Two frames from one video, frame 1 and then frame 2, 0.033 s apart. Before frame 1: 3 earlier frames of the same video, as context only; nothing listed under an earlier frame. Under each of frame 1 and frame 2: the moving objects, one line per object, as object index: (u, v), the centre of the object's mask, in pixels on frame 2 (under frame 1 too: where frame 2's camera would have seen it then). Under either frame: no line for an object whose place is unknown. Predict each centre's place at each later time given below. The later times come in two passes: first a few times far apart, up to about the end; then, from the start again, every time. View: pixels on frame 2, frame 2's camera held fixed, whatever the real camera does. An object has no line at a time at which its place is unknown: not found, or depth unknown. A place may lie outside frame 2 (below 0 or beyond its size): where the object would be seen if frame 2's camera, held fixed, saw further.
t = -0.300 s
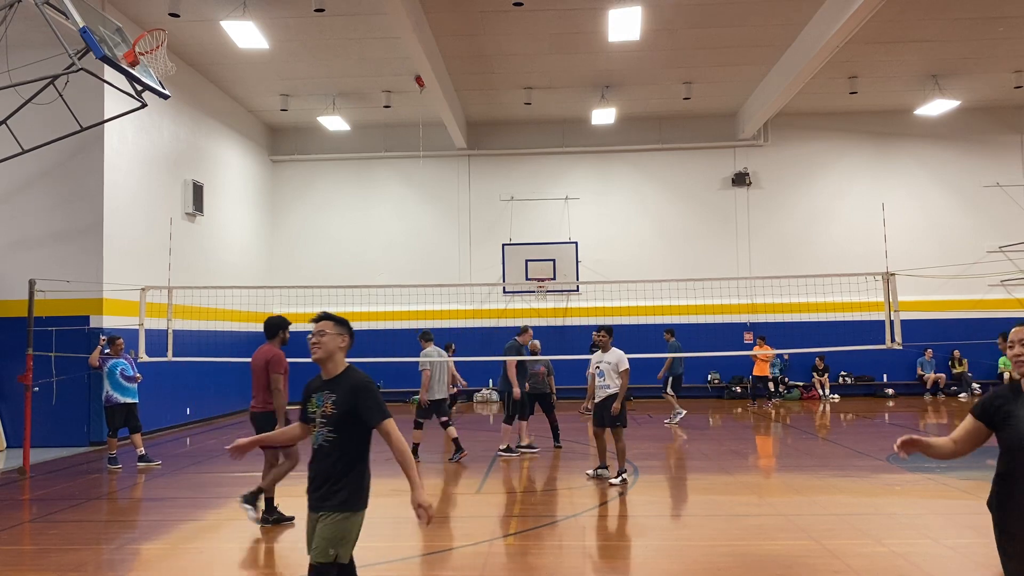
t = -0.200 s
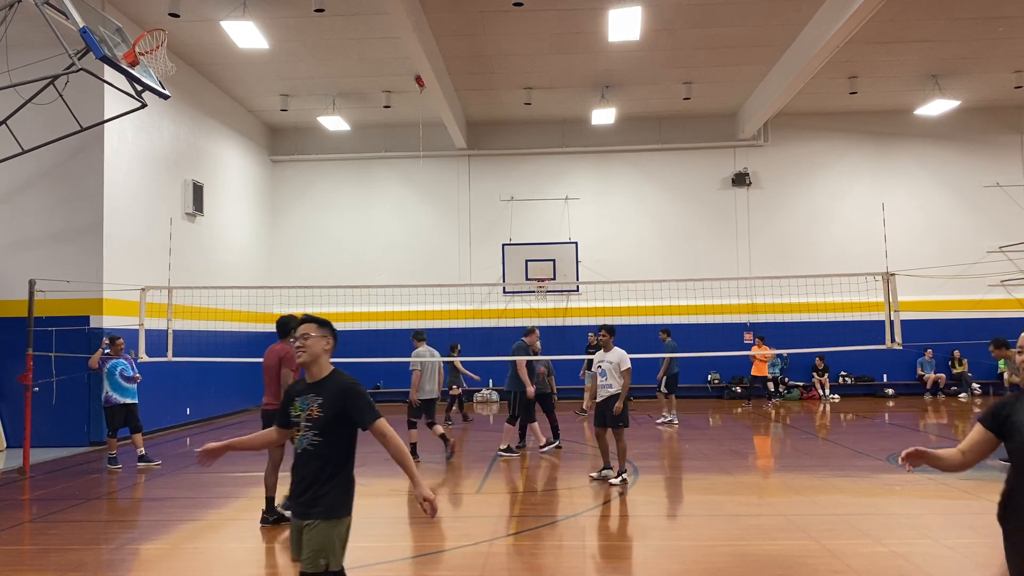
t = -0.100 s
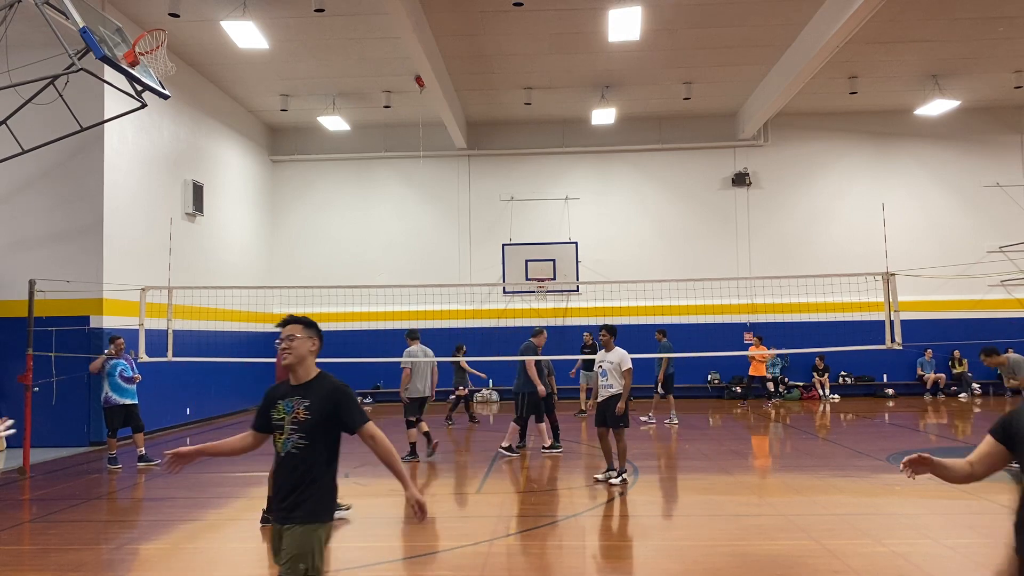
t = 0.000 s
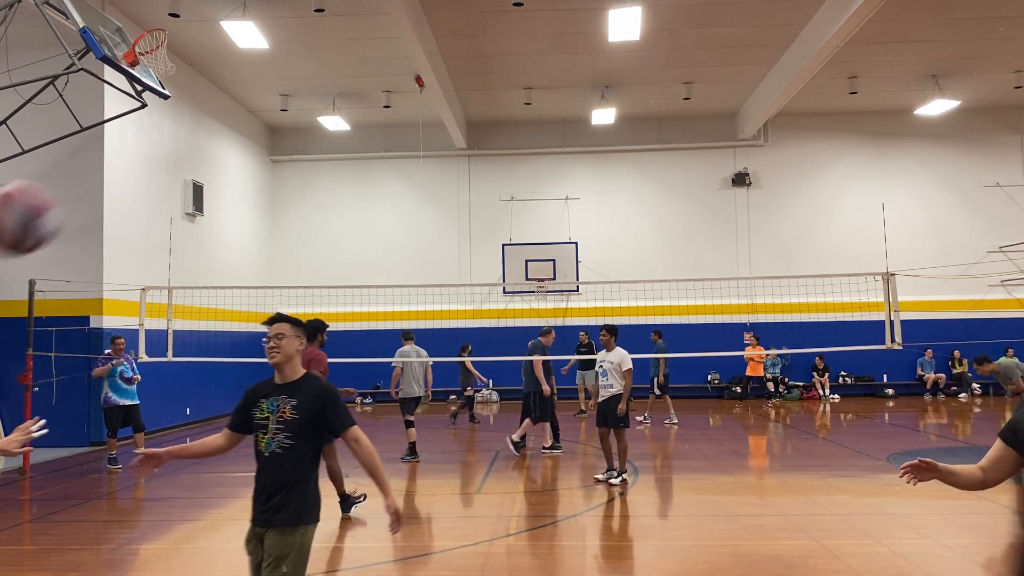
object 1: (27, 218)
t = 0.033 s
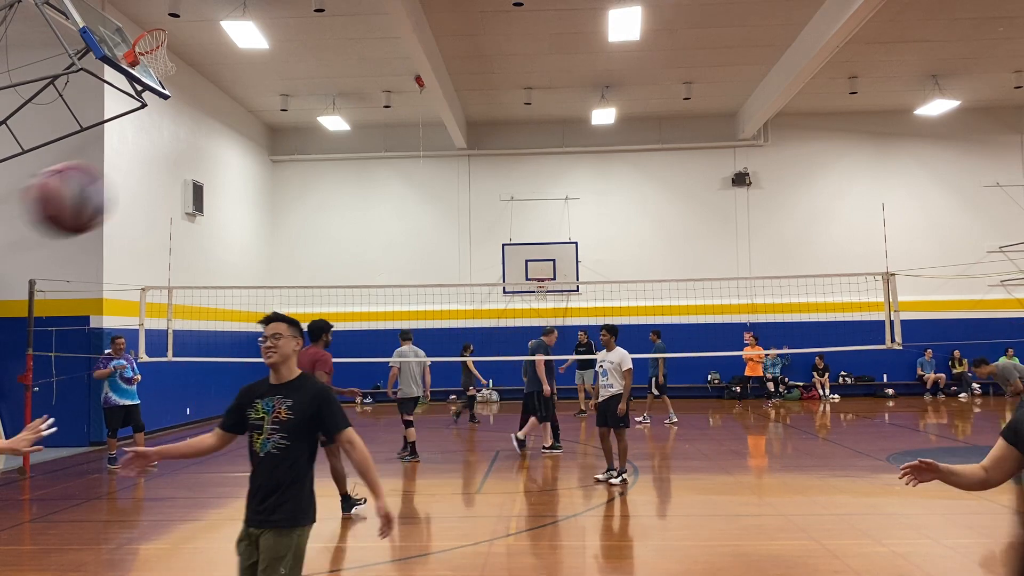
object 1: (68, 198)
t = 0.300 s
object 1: (495, 177)
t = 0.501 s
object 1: (811, 312)
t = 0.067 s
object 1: (119, 183)
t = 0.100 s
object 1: (176, 170)
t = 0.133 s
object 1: (231, 166)
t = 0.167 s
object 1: (284, 157)
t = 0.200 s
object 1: (336, 157)
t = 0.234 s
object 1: (389, 159)
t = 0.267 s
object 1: (444, 167)
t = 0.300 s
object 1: (495, 177)
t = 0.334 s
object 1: (548, 191)
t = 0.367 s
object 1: (599, 207)
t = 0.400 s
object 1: (652, 228)
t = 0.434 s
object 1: (703, 251)
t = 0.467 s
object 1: (755, 277)
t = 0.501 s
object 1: (811, 312)
